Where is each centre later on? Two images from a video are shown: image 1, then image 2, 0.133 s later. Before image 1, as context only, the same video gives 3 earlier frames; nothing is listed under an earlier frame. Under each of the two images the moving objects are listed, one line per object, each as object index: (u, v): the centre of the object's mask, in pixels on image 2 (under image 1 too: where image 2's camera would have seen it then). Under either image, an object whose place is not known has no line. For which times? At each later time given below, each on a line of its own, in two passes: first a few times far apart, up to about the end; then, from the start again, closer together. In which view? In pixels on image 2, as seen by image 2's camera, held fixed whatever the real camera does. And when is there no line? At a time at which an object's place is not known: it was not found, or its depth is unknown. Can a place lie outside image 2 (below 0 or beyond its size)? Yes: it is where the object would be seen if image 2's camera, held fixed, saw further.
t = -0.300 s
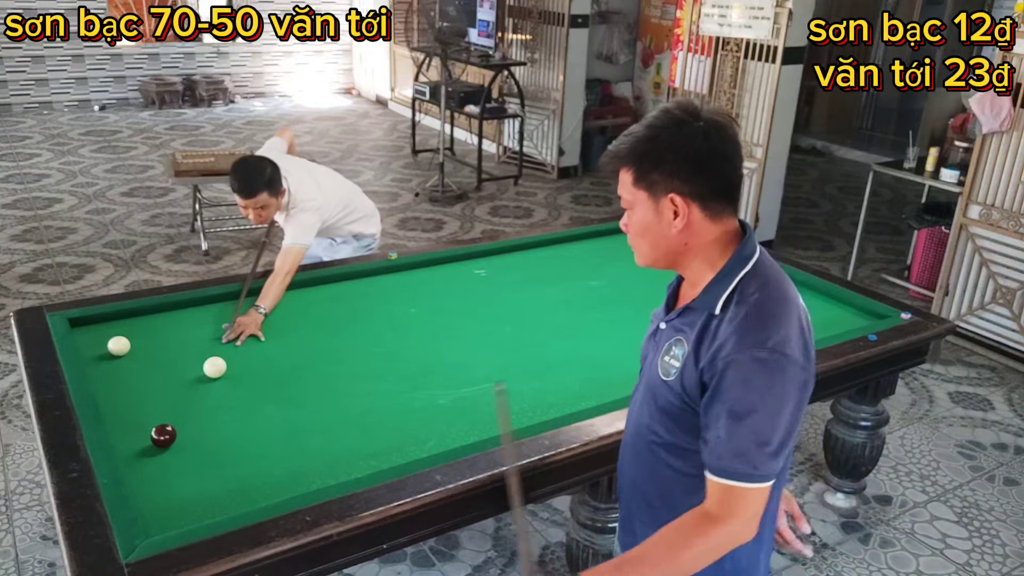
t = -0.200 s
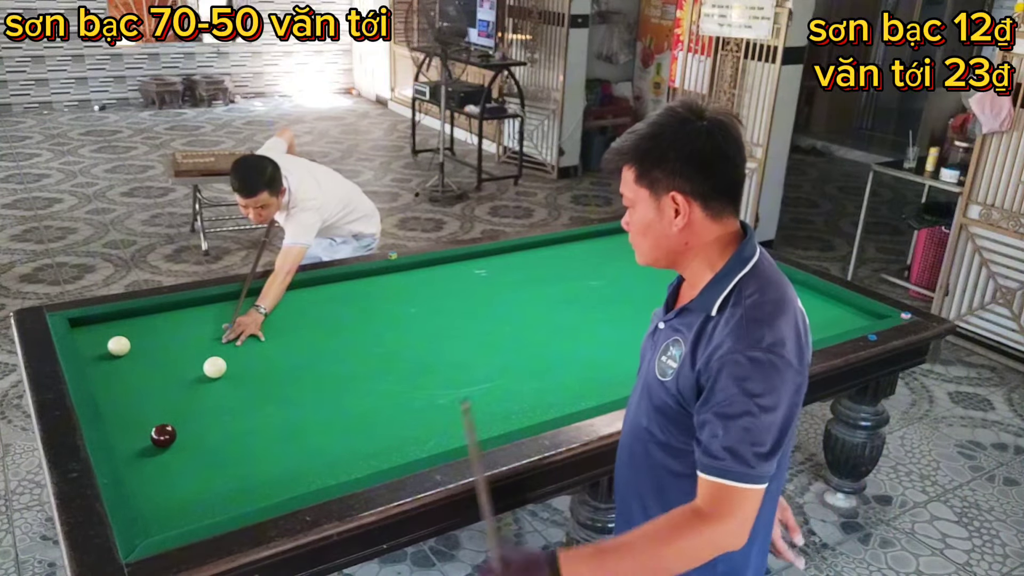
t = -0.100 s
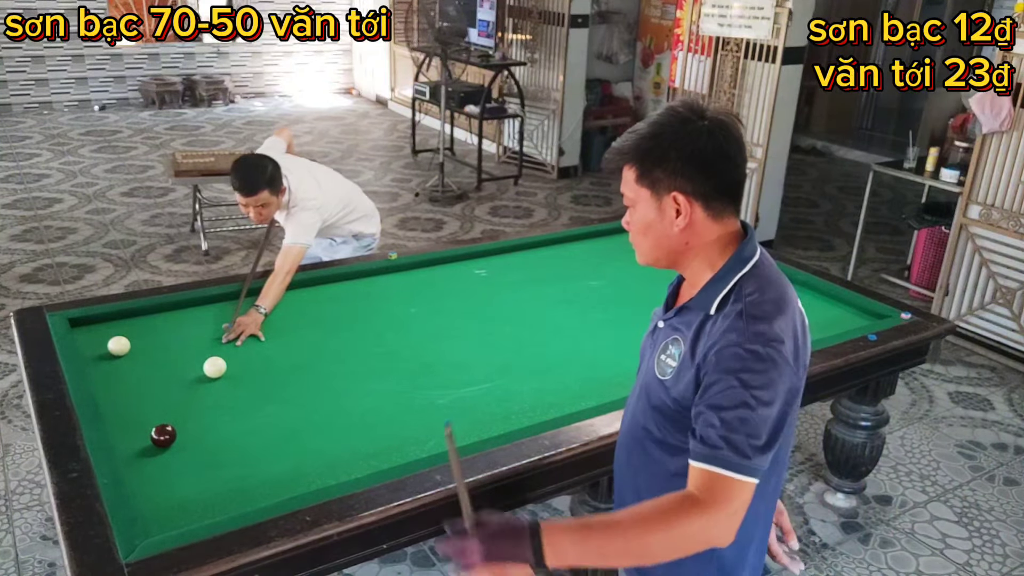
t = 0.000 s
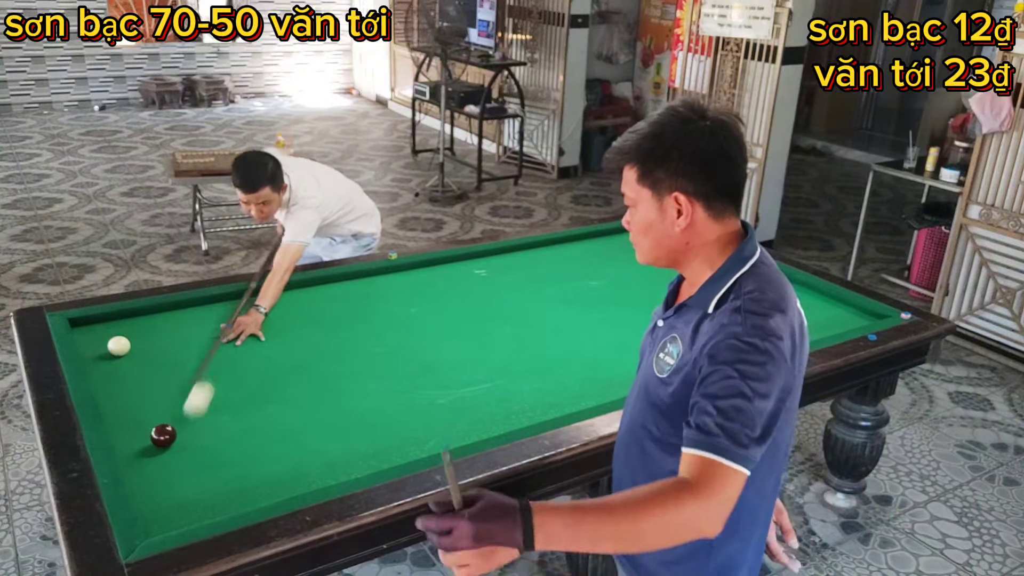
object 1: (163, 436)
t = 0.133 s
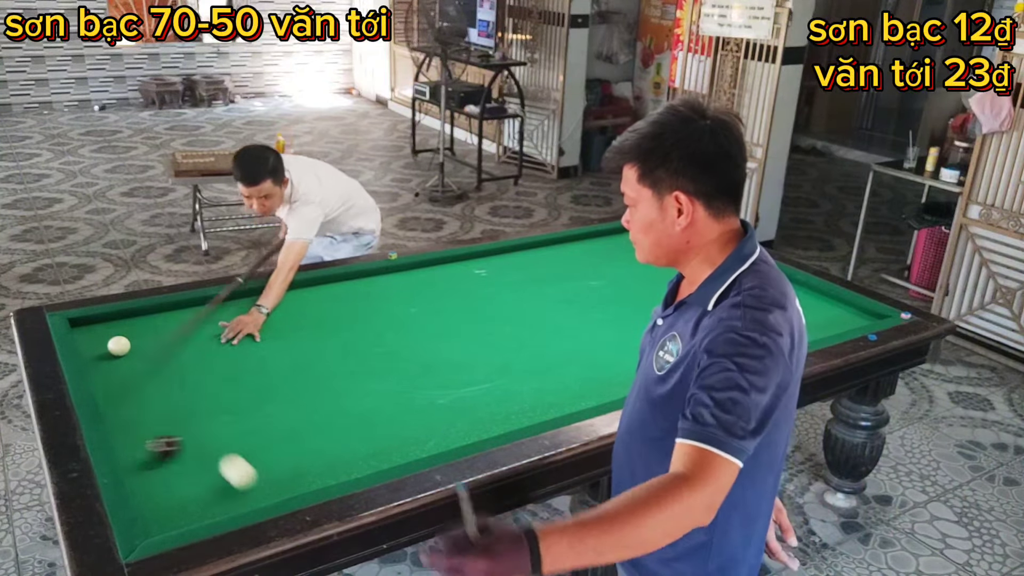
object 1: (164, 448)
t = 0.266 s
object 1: (248, 438)
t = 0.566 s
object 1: (395, 423)
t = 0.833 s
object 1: (514, 413)
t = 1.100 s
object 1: (609, 393)
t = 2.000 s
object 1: (773, 319)
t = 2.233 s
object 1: (805, 304)
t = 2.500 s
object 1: (806, 294)
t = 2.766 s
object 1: (767, 293)
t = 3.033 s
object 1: (729, 291)
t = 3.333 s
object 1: (687, 289)
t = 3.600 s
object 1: (651, 288)
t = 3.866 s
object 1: (615, 286)
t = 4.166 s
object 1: (576, 285)
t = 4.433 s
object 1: (542, 283)
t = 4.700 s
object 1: (510, 281)
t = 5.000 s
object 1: (475, 279)
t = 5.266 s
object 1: (444, 278)
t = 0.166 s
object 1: (187, 444)
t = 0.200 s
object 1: (208, 442)
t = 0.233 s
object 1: (229, 440)
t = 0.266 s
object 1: (248, 438)
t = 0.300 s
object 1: (265, 436)
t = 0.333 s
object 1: (282, 434)
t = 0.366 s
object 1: (299, 433)
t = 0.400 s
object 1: (316, 431)
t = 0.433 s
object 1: (332, 429)
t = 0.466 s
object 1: (348, 428)
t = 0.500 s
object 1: (364, 426)
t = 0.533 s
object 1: (380, 425)
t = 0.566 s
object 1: (395, 423)
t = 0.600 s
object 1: (411, 422)
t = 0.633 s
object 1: (426, 421)
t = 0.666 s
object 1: (441, 420)
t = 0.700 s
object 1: (456, 418)
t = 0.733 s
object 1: (470, 417)
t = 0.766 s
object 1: (485, 416)
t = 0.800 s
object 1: (500, 414)
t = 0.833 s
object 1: (514, 413)
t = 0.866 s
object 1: (528, 412)
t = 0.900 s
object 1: (542, 410)
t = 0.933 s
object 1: (555, 407)
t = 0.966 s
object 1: (569, 405)
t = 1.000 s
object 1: (582, 402)
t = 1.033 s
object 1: (594, 400)
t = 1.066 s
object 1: (602, 396)
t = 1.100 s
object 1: (609, 393)
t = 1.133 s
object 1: (617, 390)
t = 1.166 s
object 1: (624, 387)
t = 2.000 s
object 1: (773, 319)
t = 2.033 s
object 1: (778, 317)
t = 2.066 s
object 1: (782, 315)
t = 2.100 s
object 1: (787, 312)
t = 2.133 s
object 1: (792, 310)
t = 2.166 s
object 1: (796, 308)
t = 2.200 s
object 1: (800, 306)
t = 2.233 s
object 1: (805, 304)
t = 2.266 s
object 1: (809, 302)
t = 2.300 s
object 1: (813, 300)
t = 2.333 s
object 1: (818, 298)
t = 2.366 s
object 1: (822, 296)
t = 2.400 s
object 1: (825, 295)
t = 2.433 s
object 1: (819, 295)
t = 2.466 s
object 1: (812, 294)
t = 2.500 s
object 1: (806, 294)
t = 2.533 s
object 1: (801, 294)
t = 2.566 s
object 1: (796, 294)
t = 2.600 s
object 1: (791, 294)
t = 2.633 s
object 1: (787, 294)
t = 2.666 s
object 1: (782, 294)
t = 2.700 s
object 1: (777, 293)
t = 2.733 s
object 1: (772, 293)
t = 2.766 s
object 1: (767, 293)
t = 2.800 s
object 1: (762, 293)
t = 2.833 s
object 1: (757, 293)
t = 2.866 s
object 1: (753, 293)
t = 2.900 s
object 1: (748, 292)
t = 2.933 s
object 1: (743, 292)
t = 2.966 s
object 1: (738, 292)
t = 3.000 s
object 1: (734, 292)
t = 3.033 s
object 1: (729, 291)
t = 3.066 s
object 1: (724, 291)
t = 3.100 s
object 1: (719, 291)
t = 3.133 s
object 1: (715, 291)
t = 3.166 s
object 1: (710, 290)
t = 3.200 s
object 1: (705, 290)
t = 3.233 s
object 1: (700, 290)
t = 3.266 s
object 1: (696, 290)
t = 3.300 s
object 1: (691, 290)
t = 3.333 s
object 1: (687, 289)
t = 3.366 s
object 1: (682, 289)
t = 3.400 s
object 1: (677, 289)
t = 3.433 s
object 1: (673, 289)
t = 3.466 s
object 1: (668, 289)
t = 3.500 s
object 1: (664, 288)
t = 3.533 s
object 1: (659, 288)
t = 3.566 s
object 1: (655, 288)
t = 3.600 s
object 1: (651, 288)
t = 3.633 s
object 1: (645, 288)
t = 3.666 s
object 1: (641, 288)
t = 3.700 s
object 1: (636, 287)
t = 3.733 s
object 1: (632, 287)
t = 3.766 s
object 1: (628, 287)
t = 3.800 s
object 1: (623, 287)
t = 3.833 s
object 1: (619, 287)
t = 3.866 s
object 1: (615, 286)
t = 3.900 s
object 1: (610, 286)
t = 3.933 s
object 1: (606, 286)
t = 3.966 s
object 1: (601, 286)
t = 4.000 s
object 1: (597, 286)
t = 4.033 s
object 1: (593, 285)
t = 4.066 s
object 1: (589, 285)
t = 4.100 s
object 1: (584, 285)
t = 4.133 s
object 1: (580, 285)
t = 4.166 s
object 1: (576, 285)
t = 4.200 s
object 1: (572, 284)
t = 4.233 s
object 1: (568, 284)
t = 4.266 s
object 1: (563, 284)
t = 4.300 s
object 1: (559, 284)
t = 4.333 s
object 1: (555, 283)
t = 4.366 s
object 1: (551, 283)
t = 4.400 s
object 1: (547, 283)
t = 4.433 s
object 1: (542, 283)
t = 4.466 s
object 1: (538, 283)
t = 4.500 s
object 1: (534, 282)
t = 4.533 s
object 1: (530, 282)
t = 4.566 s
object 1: (526, 282)
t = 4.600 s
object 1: (522, 282)
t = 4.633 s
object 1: (518, 282)
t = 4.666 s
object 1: (514, 281)
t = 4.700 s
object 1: (510, 281)
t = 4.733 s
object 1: (506, 281)
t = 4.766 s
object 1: (502, 281)
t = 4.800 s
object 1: (498, 281)
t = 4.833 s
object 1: (494, 281)
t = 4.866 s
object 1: (490, 280)
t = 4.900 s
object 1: (486, 280)
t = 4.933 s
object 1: (482, 280)
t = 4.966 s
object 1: (479, 280)
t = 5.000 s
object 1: (475, 279)
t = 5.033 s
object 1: (471, 279)
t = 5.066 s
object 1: (467, 279)
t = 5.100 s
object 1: (463, 279)
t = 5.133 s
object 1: (459, 279)
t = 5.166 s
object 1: (456, 279)
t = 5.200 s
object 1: (452, 279)
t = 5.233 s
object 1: (448, 278)
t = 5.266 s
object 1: (444, 278)
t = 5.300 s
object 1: (440, 278)
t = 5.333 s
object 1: (437, 278)
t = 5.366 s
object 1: (433, 278)
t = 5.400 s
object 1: (429, 277)
